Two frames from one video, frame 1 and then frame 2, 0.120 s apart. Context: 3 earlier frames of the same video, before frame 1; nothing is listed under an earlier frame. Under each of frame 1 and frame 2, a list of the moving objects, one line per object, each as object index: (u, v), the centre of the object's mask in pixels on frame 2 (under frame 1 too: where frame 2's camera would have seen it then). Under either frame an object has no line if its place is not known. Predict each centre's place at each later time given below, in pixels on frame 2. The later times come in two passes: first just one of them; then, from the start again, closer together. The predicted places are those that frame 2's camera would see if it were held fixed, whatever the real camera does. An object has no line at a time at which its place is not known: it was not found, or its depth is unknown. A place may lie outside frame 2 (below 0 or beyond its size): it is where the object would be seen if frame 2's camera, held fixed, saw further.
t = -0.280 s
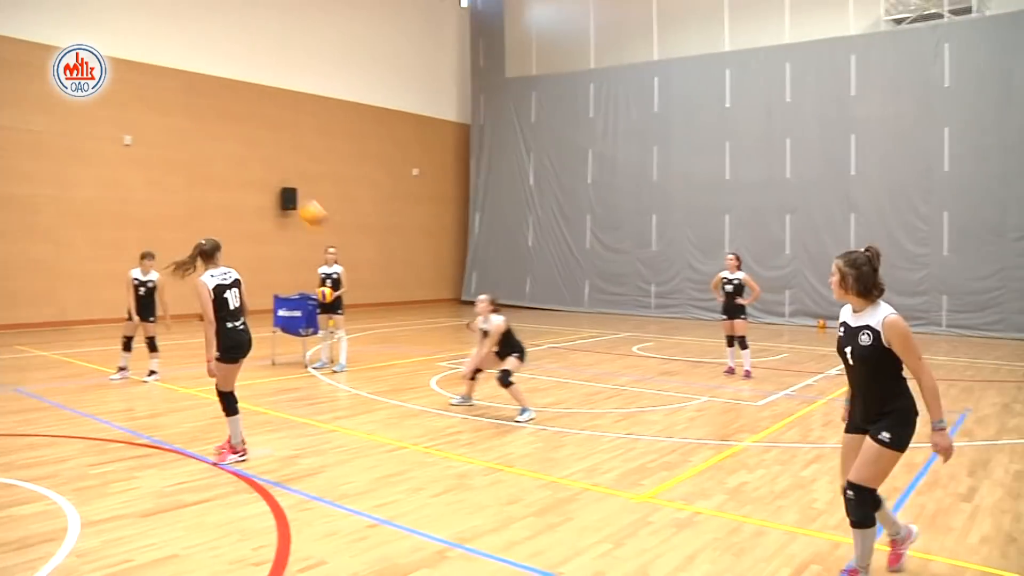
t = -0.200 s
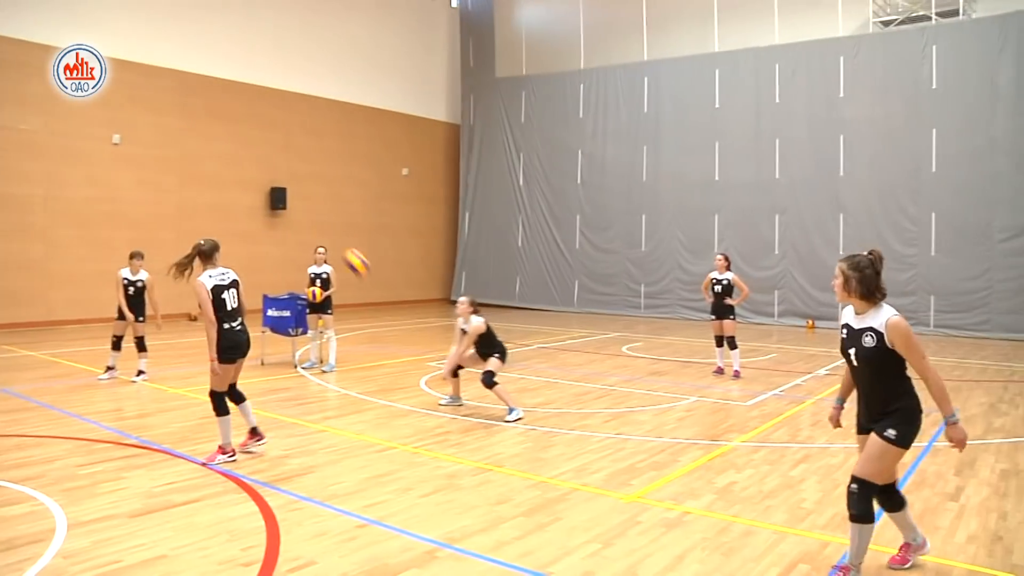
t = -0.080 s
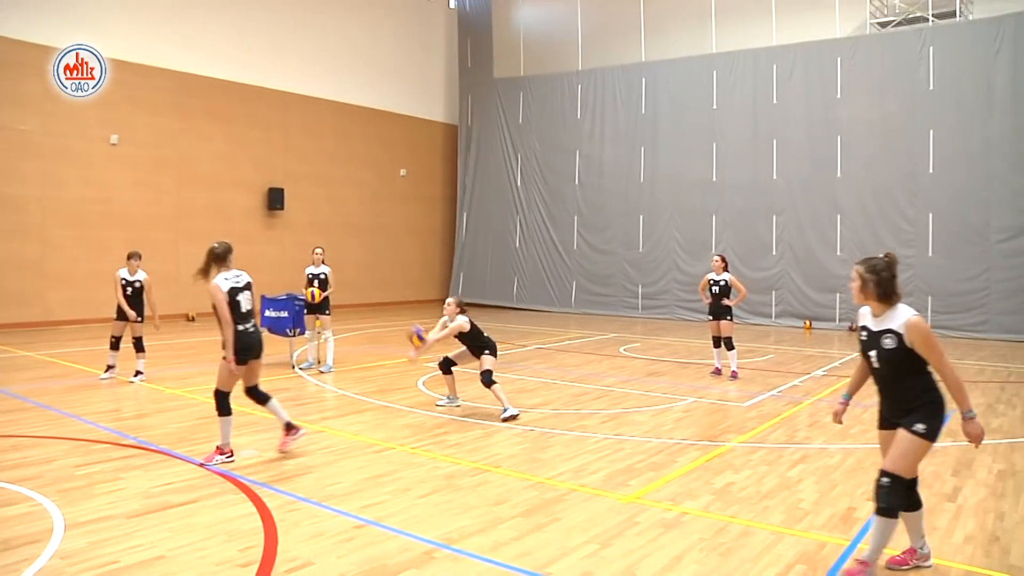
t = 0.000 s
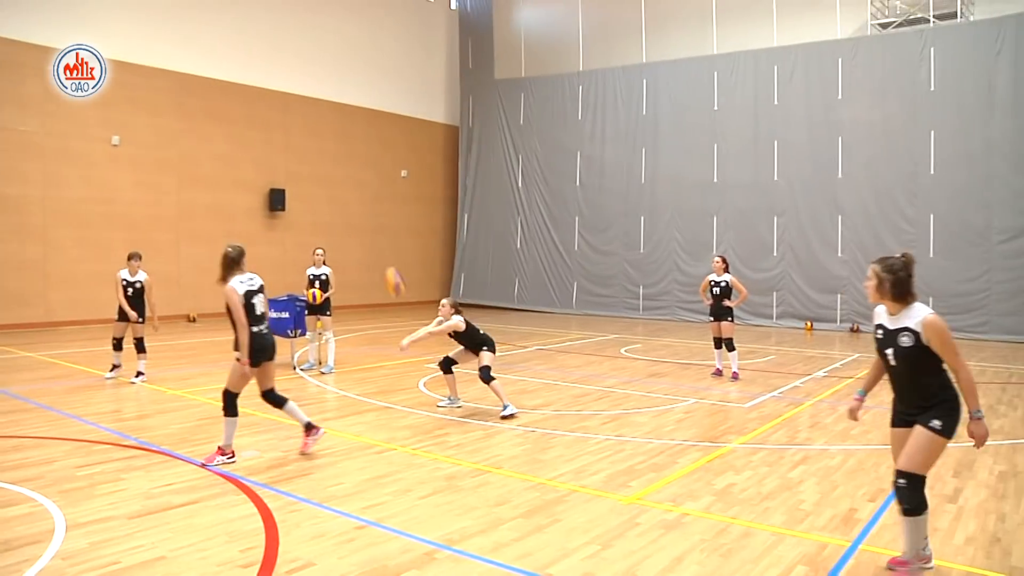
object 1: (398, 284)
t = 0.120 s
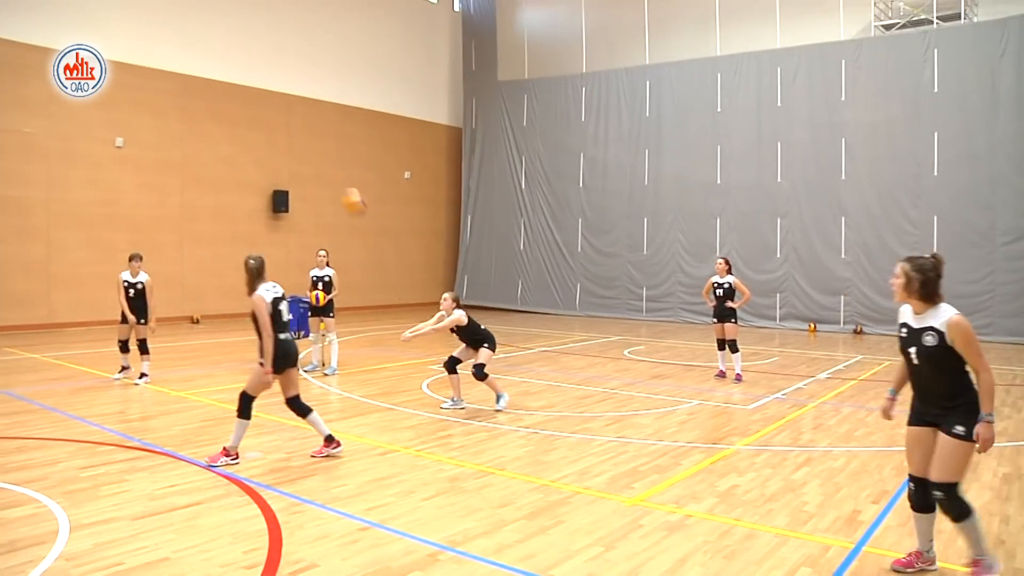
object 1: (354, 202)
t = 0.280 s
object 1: (297, 112)
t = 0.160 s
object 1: (339, 176)
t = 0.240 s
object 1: (310, 132)
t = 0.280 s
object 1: (297, 112)
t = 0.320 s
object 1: (282, 97)
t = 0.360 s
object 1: (266, 79)
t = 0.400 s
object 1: (252, 65)
